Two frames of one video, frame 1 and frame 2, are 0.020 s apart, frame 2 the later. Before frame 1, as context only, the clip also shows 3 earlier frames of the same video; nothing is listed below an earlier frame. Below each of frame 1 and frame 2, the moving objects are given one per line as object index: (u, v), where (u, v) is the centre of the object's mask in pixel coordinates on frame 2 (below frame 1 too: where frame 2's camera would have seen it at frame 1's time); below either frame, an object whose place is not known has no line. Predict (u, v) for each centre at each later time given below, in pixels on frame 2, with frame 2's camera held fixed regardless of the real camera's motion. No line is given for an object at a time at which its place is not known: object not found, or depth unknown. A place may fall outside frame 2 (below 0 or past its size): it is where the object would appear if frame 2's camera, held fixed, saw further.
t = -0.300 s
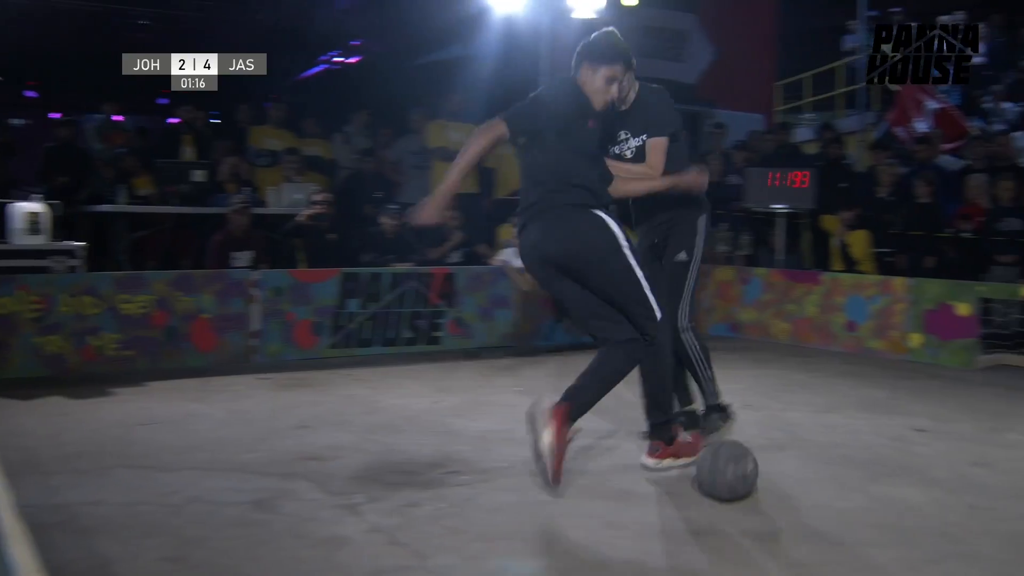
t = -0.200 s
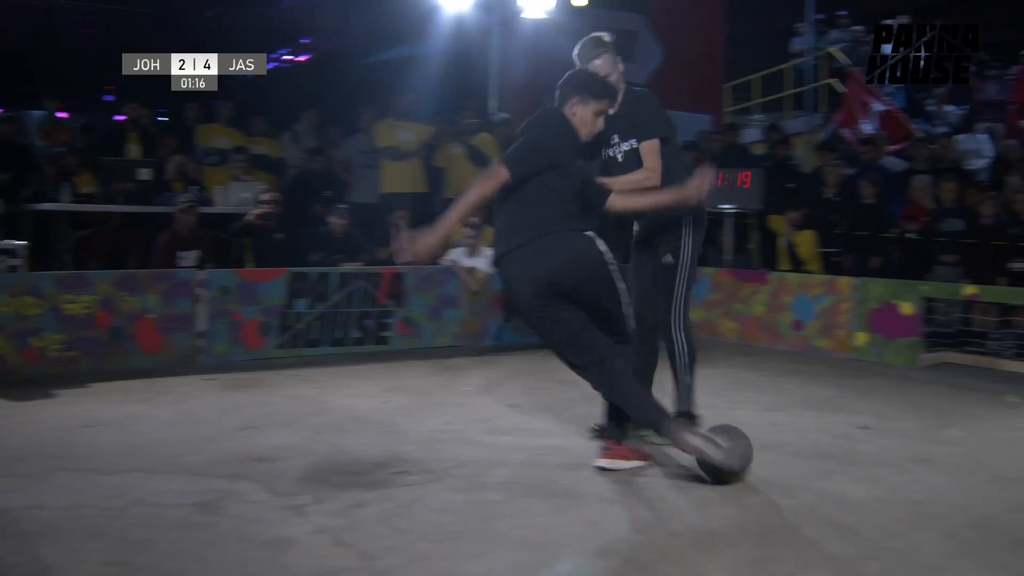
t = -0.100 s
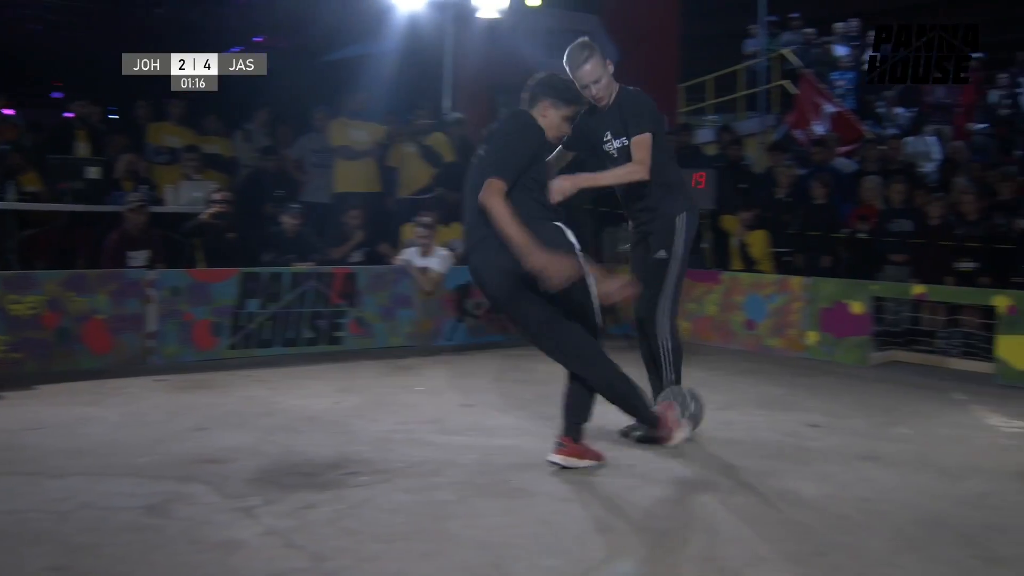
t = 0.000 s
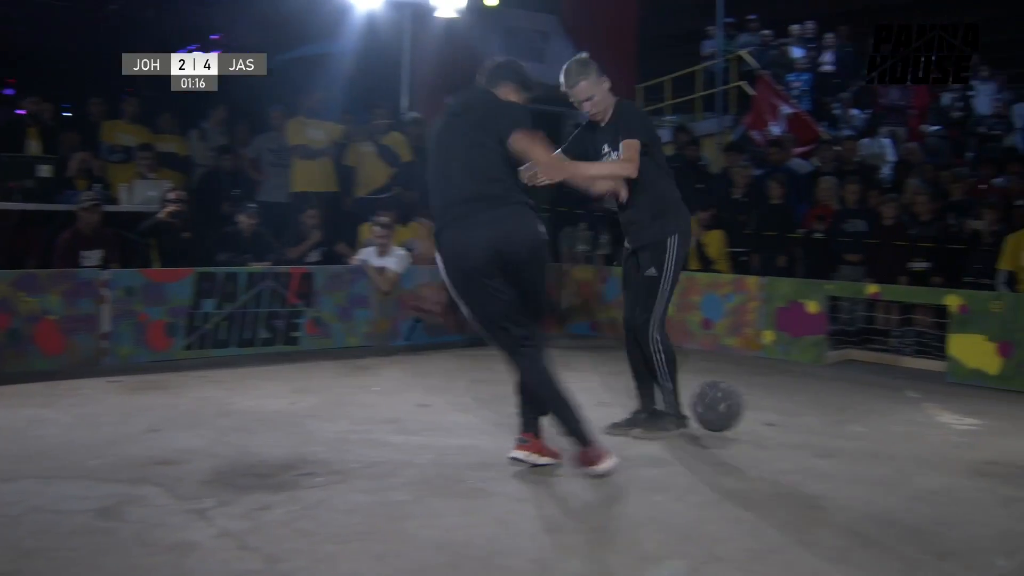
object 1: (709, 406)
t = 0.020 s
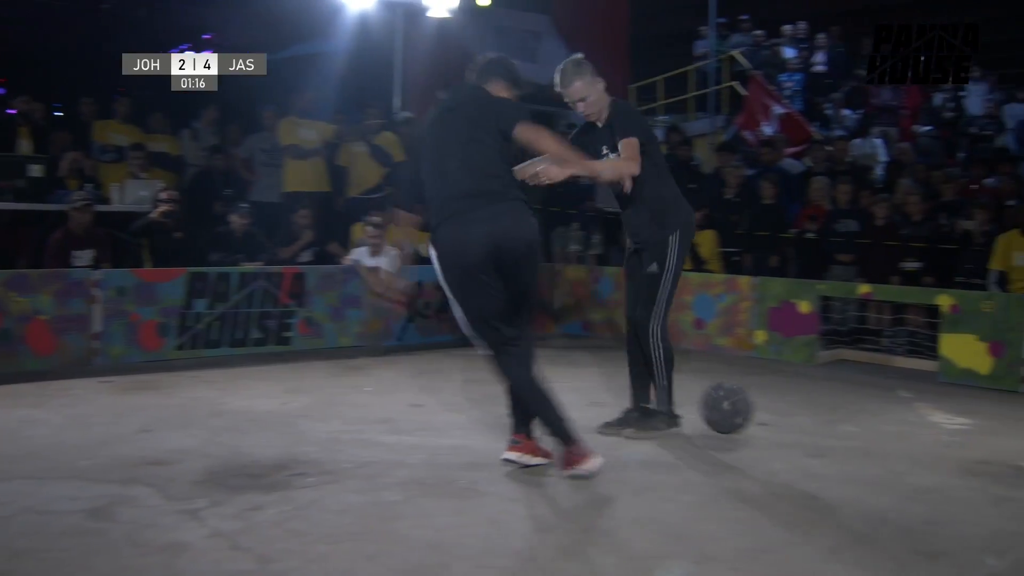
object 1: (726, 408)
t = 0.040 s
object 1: (744, 412)
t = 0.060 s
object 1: (763, 416)
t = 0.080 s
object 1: (781, 421)
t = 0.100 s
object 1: (800, 427)
